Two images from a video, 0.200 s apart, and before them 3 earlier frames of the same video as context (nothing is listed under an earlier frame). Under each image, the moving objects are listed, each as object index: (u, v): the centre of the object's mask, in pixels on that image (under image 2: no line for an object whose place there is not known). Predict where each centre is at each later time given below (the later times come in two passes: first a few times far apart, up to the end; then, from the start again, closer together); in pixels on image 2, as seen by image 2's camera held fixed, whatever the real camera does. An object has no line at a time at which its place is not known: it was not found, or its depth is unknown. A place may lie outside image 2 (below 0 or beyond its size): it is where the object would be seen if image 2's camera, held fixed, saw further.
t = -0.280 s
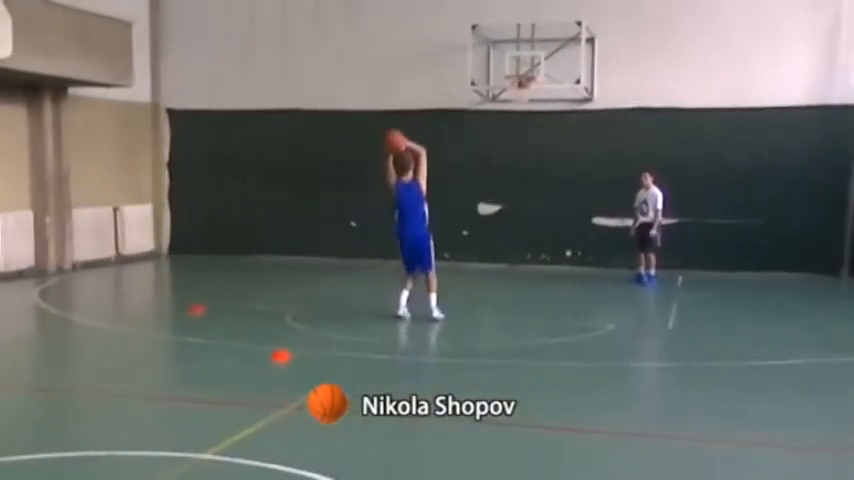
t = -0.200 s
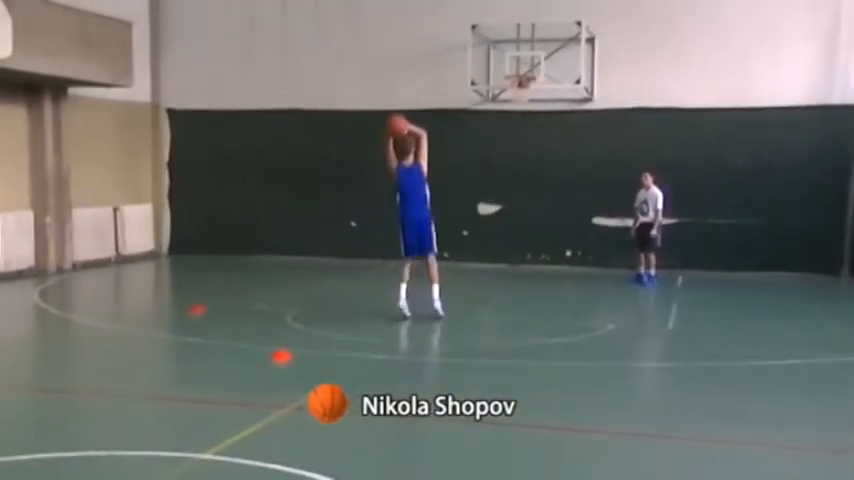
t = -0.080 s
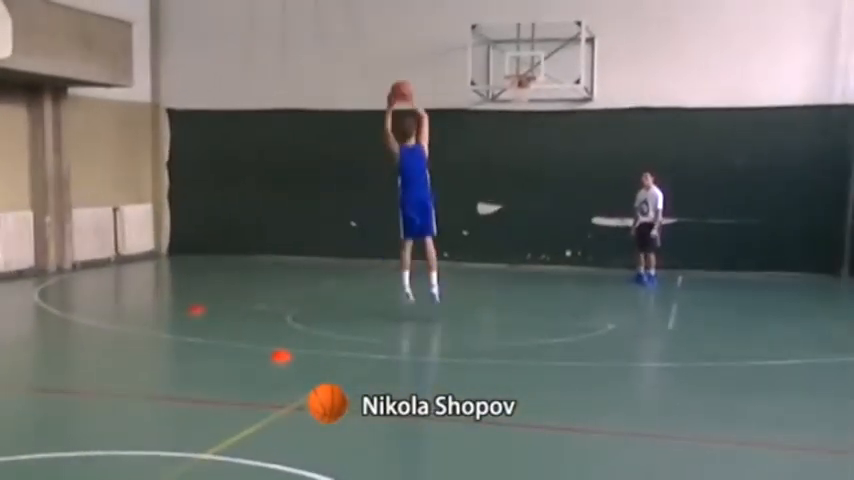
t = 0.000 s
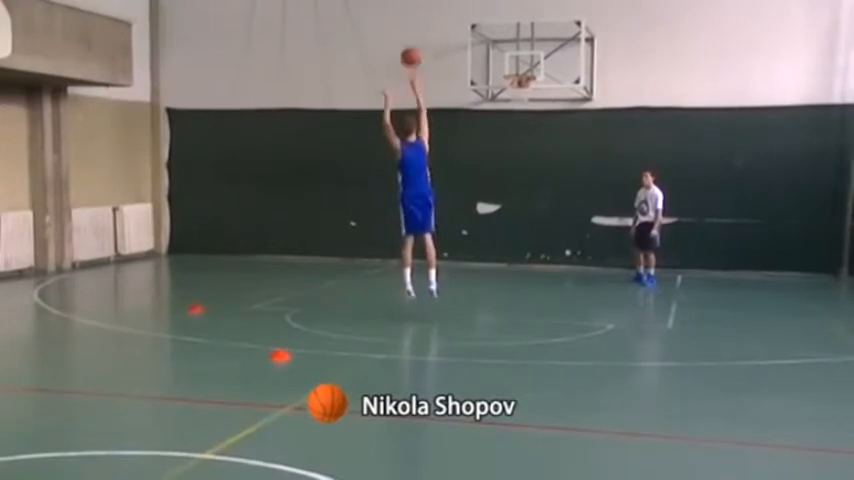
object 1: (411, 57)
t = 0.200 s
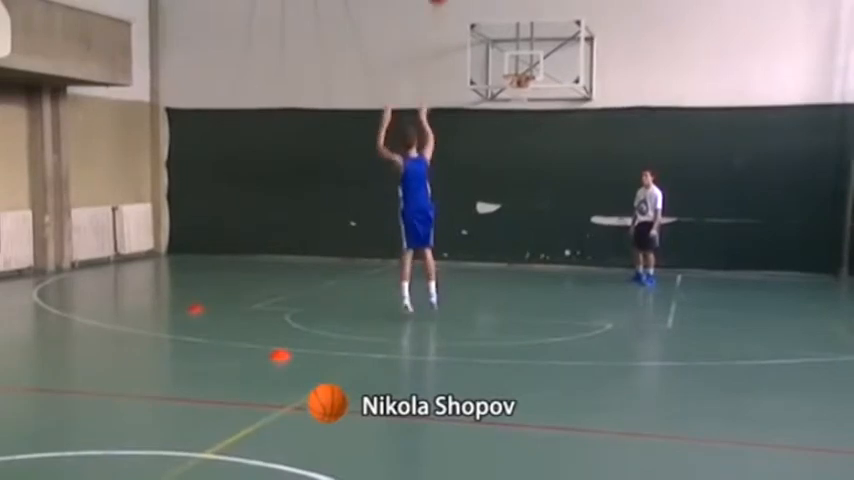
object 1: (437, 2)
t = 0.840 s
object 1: (501, 25)
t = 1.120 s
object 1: (535, 50)
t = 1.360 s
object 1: (585, 33)
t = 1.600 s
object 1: (638, 54)
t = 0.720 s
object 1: (491, 4)
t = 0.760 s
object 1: (494, 7)
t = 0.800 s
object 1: (497, 16)
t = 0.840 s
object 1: (501, 25)
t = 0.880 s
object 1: (503, 35)
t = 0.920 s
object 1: (505, 47)
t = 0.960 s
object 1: (509, 59)
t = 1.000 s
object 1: (511, 72)
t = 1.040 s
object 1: (520, 65)
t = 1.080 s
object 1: (527, 57)
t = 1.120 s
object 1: (535, 50)
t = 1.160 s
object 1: (543, 45)
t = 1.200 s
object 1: (552, 40)
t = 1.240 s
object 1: (560, 37)
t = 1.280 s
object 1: (568, 34)
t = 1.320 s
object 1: (577, 33)
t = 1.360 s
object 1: (585, 33)
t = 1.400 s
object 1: (593, 34)
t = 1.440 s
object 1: (603, 35)
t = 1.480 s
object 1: (611, 38)
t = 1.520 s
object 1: (620, 42)
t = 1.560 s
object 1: (629, 48)
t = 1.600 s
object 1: (638, 54)
